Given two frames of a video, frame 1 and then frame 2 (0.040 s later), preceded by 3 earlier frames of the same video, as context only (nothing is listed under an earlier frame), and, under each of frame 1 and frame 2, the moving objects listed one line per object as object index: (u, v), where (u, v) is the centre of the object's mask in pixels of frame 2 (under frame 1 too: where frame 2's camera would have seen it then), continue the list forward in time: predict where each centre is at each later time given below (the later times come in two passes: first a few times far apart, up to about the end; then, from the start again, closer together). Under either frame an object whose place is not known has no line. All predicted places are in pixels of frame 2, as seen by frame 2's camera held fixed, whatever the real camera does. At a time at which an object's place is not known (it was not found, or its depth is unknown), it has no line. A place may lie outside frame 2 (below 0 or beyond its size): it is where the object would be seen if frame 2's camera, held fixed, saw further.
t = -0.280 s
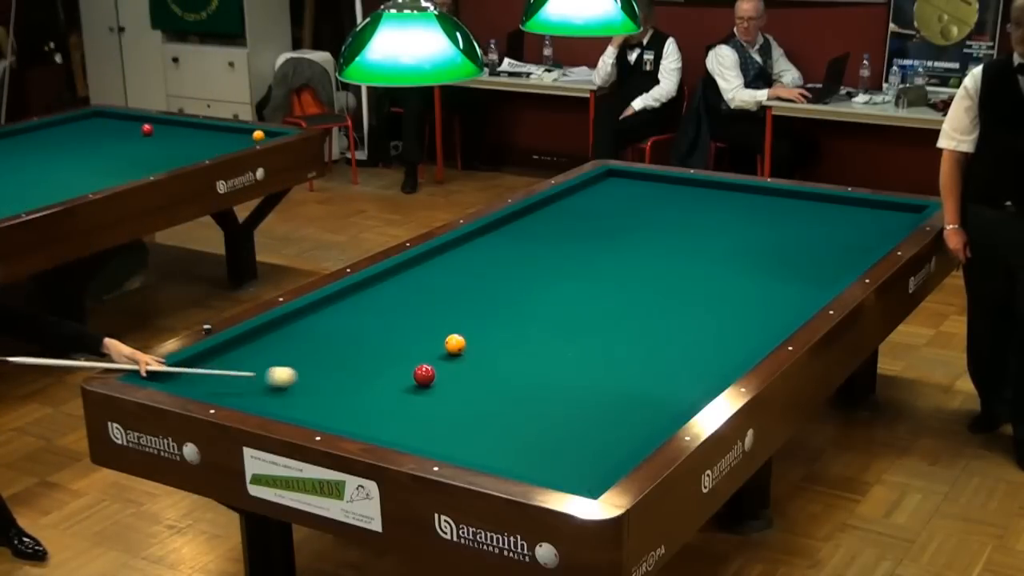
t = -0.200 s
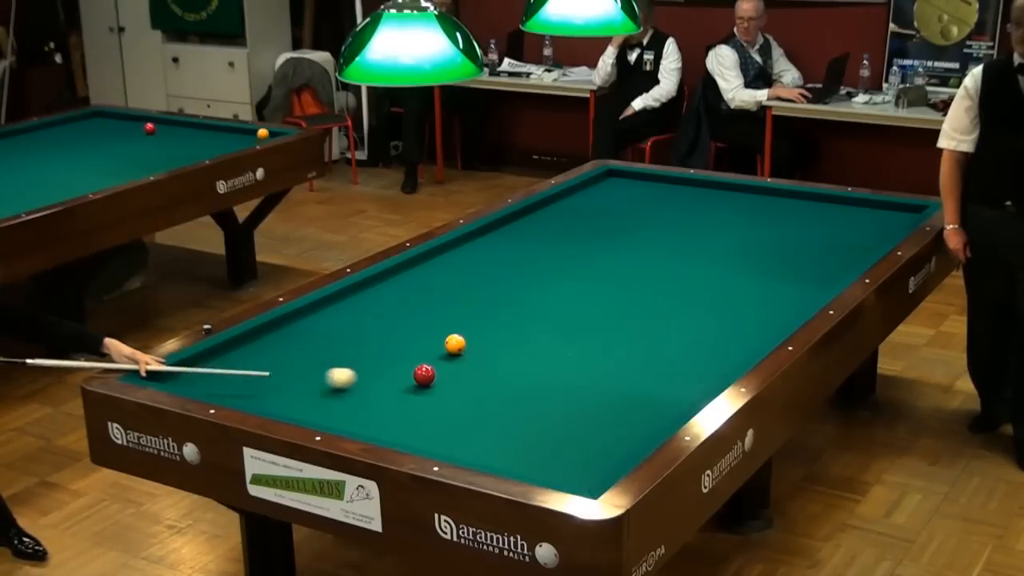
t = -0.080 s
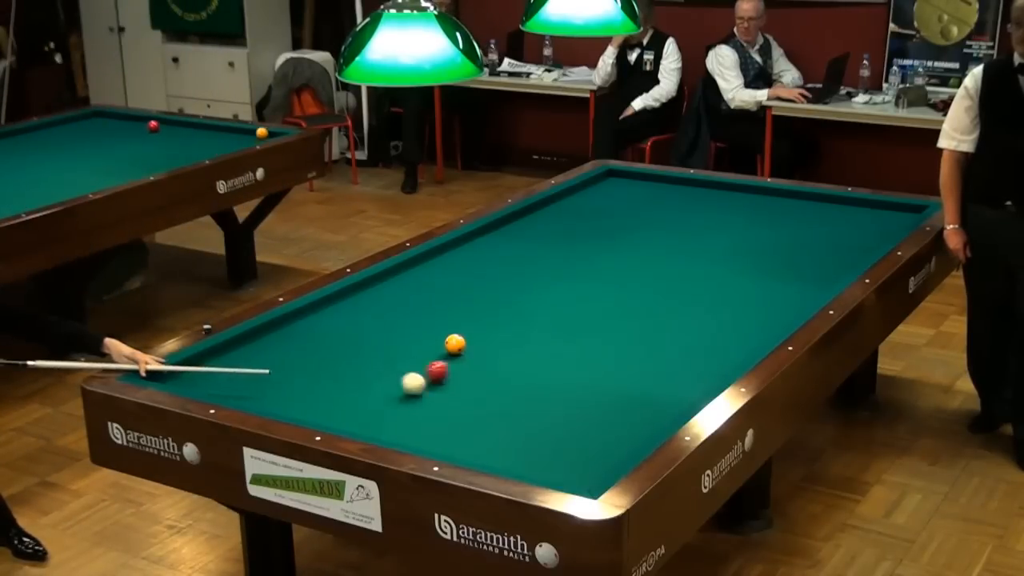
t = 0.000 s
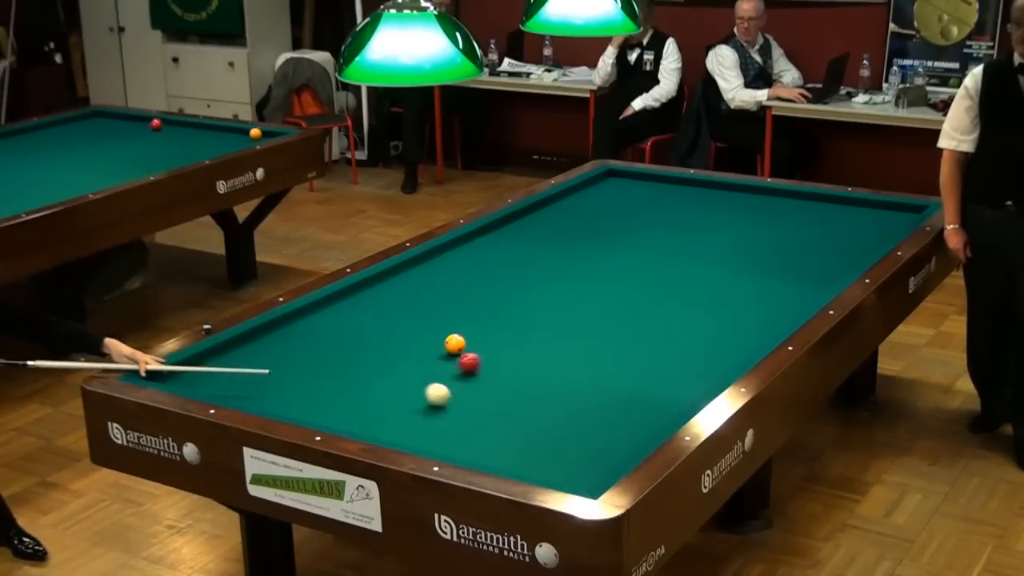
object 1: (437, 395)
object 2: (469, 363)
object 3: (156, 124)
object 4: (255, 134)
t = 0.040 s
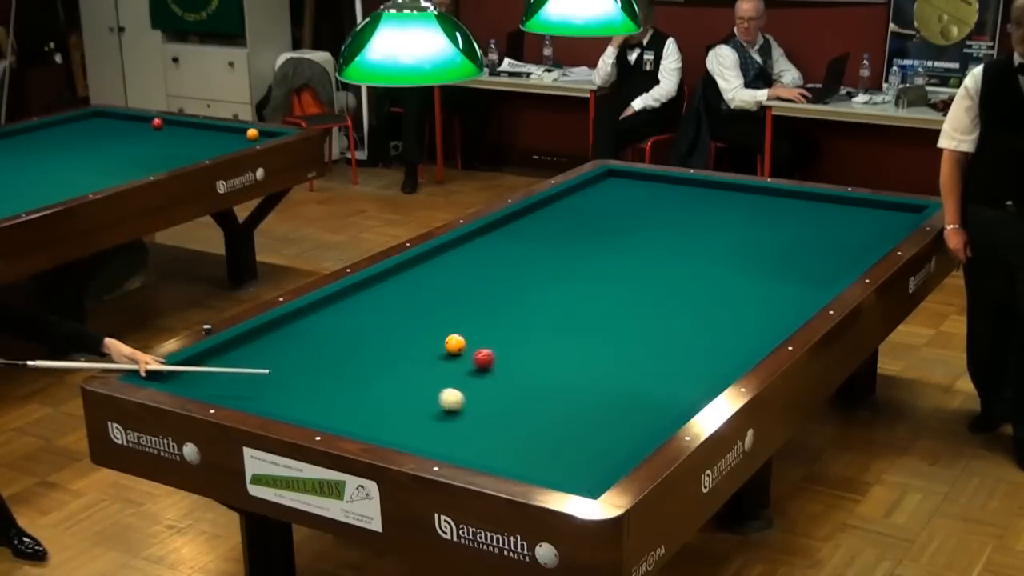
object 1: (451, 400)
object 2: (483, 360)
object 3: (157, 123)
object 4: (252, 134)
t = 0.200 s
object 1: (515, 419)
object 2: (531, 347)
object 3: (162, 121)
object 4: (241, 135)
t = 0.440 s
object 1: (620, 450)
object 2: (593, 331)
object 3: (152, 121)
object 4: (223, 136)
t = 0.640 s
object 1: (542, 447)
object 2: (640, 318)
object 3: (143, 122)
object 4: (209, 137)
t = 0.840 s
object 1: (479, 446)
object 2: (685, 306)
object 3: (134, 123)
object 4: (196, 139)
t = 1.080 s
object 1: (415, 438)
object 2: (736, 293)
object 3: (124, 124)
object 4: (180, 141)
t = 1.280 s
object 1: (387, 427)
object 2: (776, 283)
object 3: (117, 125)
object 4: (167, 142)
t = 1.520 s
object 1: (354, 411)
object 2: (820, 271)
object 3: (108, 126)
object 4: (152, 143)
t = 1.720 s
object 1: (329, 399)
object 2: (854, 260)
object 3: (101, 127)
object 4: (140, 144)
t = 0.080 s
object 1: (466, 405)
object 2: (496, 356)
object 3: (158, 123)
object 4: (249, 134)
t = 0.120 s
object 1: (482, 410)
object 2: (509, 353)
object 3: (159, 122)
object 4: (246, 134)
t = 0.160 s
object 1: (498, 414)
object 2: (521, 349)
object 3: (160, 121)
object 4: (243, 135)
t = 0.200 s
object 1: (515, 419)
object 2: (531, 347)
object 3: (162, 121)
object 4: (241, 135)
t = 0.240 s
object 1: (532, 425)
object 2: (542, 344)
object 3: (161, 121)
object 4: (237, 135)
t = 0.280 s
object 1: (549, 430)
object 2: (552, 341)
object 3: (159, 120)
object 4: (235, 135)
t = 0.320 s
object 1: (567, 435)
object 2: (562, 339)
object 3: (157, 121)
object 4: (232, 135)
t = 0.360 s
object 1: (584, 440)
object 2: (572, 336)
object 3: (155, 121)
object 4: (229, 136)
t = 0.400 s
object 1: (603, 446)
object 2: (582, 333)
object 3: (153, 121)
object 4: (226, 136)
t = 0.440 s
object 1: (620, 450)
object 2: (593, 331)
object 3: (152, 121)
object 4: (223, 136)
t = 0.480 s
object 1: (607, 451)
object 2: (602, 328)
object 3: (150, 121)
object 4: (220, 137)
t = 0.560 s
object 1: (573, 449)
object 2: (621, 323)
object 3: (146, 122)
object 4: (215, 137)
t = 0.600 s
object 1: (557, 448)
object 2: (631, 321)
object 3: (145, 122)
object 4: (212, 137)
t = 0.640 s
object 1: (542, 447)
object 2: (640, 318)
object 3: (143, 122)
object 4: (209, 137)
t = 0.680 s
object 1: (528, 447)
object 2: (649, 316)
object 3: (141, 122)
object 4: (207, 138)
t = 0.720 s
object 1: (516, 447)
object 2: (659, 314)
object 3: (139, 123)
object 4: (204, 138)
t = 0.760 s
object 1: (504, 447)
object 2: (667, 311)
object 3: (138, 123)
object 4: (201, 138)
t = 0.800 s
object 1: (491, 446)
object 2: (676, 309)
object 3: (136, 123)
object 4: (199, 139)
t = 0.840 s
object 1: (479, 446)
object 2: (685, 306)
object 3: (134, 123)
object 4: (196, 139)
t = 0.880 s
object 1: (467, 446)
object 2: (694, 304)
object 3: (133, 124)
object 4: (193, 139)
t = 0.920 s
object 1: (455, 445)
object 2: (702, 302)
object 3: (131, 124)
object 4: (191, 140)
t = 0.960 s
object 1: (443, 444)
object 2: (711, 300)
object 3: (129, 124)
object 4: (188, 140)
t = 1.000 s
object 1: (431, 442)
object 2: (719, 297)
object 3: (127, 124)
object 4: (185, 140)
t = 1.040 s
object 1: (420, 441)
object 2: (728, 295)
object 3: (126, 124)
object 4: (182, 140)
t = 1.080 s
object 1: (415, 438)
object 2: (736, 293)
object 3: (124, 124)
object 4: (180, 141)
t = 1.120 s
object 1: (409, 436)
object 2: (744, 291)
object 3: (123, 124)
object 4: (177, 141)
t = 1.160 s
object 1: (403, 433)
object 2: (752, 289)
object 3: (122, 125)
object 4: (175, 141)
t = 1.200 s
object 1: (397, 431)
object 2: (760, 287)
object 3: (121, 125)
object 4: (172, 141)
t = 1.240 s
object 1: (392, 429)
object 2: (768, 285)
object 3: (118, 125)
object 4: (170, 142)
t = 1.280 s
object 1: (387, 427)
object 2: (776, 283)
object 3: (117, 125)
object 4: (167, 142)
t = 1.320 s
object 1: (381, 424)
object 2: (783, 280)
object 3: (115, 125)
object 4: (165, 142)
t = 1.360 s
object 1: (375, 422)
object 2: (791, 279)
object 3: (114, 126)
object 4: (162, 142)
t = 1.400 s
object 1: (370, 419)
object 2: (798, 277)
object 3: (112, 126)
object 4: (159, 143)
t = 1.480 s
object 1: (359, 413)
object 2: (813, 273)
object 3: (109, 126)
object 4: (154, 143)
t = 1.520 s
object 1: (354, 411)
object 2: (820, 271)
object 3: (108, 126)
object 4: (152, 143)
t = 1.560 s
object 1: (349, 409)
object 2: (828, 269)
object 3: (106, 127)
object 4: (149, 144)
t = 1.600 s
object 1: (344, 406)
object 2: (834, 267)
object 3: (105, 127)
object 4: (147, 144)
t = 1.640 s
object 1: (339, 404)
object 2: (842, 265)
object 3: (103, 127)
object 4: (144, 144)
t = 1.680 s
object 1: (334, 401)
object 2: (849, 263)
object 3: (102, 127)
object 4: (142, 144)
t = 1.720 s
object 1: (329, 399)
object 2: (854, 260)
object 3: (101, 127)
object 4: (140, 144)
